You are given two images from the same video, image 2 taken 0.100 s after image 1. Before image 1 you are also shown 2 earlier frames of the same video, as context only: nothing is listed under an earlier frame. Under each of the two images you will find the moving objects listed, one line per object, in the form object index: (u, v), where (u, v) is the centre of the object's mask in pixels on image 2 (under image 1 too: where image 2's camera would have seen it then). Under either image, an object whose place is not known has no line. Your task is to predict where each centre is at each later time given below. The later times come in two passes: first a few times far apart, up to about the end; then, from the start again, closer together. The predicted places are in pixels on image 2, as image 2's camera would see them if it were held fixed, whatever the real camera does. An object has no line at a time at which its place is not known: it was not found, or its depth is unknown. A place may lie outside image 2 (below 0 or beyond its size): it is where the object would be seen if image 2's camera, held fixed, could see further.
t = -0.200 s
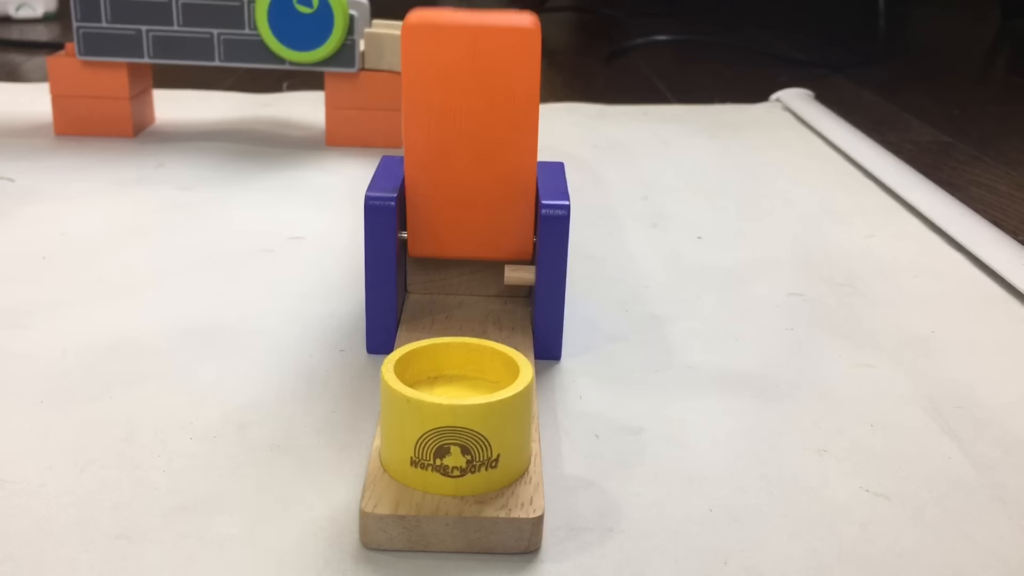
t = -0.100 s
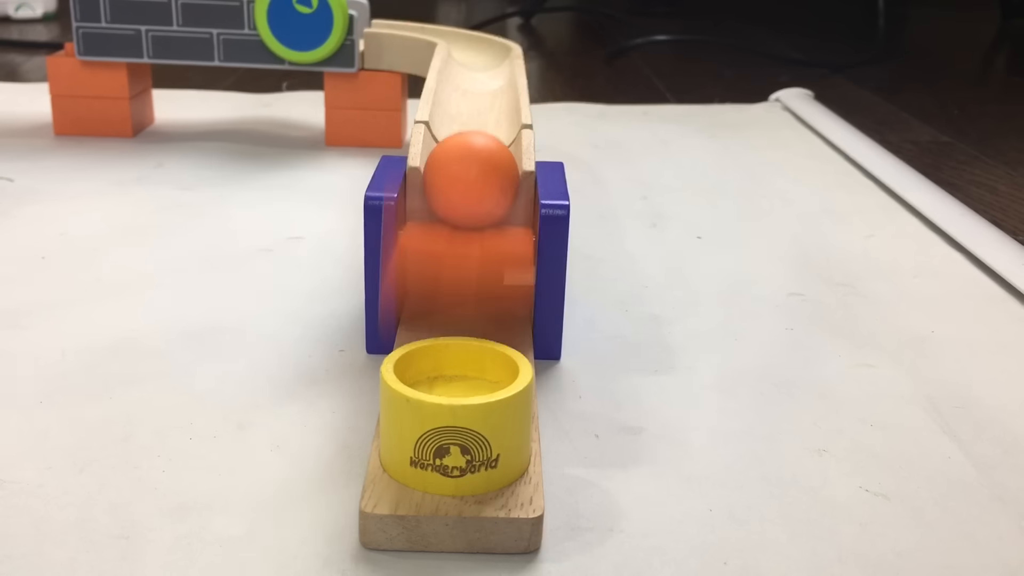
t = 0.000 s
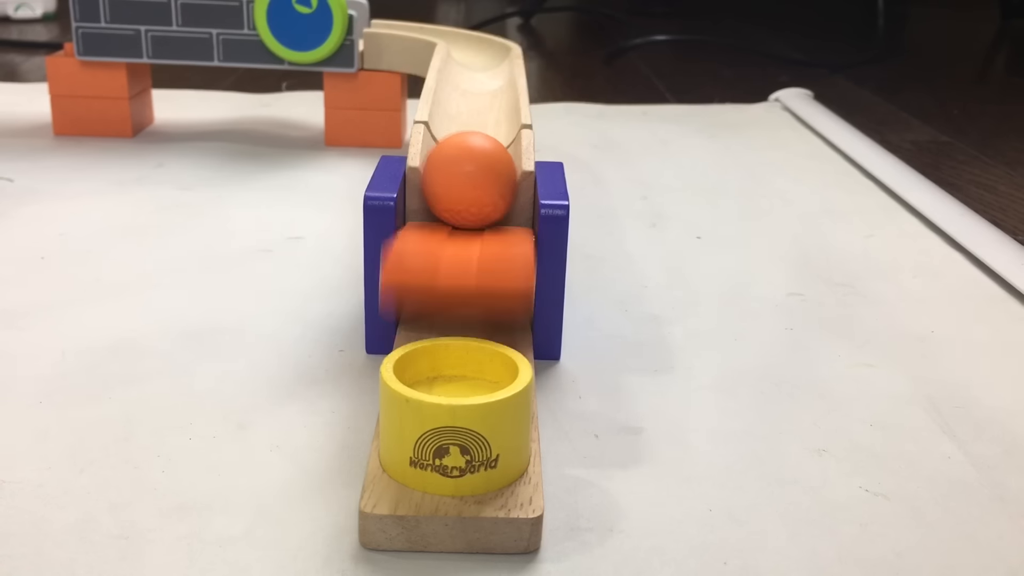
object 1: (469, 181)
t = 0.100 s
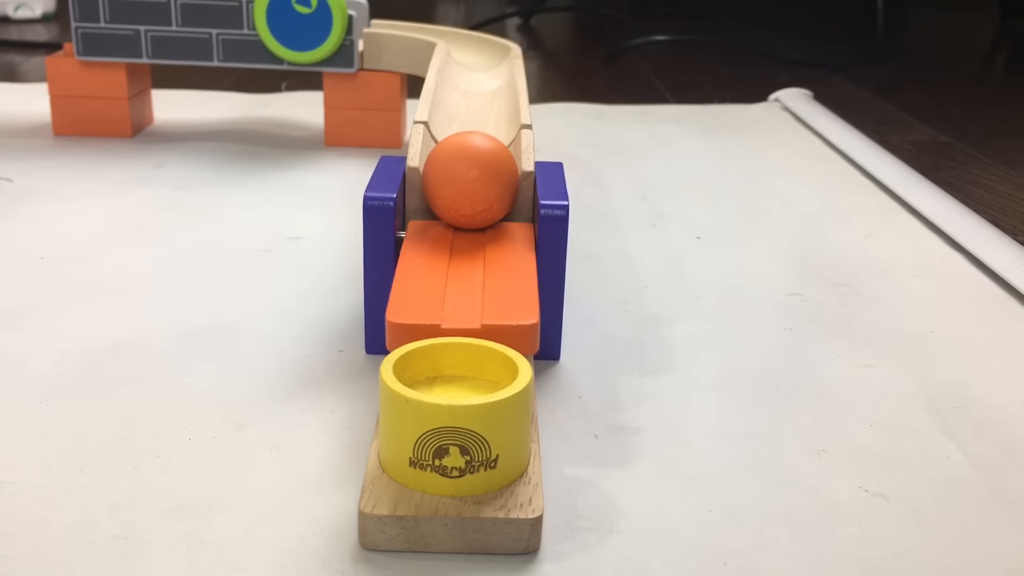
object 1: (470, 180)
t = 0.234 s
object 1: (470, 185)
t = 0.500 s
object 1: (468, 208)
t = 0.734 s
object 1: (463, 251)
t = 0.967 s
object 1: (457, 343)
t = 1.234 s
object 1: (458, 342)
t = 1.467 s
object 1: (457, 342)
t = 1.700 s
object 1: (457, 342)
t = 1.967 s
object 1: (456, 342)
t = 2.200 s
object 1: (456, 342)
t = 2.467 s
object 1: (456, 342)
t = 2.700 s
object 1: (456, 342)
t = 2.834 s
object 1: (456, 342)
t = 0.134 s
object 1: (470, 181)
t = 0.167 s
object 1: (470, 182)
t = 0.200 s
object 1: (470, 184)
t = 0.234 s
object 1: (470, 185)
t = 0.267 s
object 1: (470, 187)
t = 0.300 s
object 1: (470, 188)
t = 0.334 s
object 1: (469, 191)
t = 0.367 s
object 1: (469, 194)
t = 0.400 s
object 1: (469, 197)
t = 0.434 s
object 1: (469, 200)
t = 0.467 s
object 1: (468, 204)
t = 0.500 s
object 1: (468, 208)
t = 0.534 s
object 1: (467, 212)
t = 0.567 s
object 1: (467, 217)
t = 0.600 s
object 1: (467, 223)
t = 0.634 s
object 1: (466, 229)
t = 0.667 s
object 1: (465, 236)
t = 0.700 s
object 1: (464, 243)
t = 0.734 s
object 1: (463, 251)
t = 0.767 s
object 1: (463, 260)
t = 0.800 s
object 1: (461, 270)
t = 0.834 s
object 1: (460, 284)
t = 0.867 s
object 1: (459, 303)
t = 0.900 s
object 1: (456, 341)
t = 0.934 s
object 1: (453, 339)
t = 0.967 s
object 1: (457, 343)
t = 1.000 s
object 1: (457, 343)
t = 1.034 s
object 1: (453, 342)
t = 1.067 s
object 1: (456, 342)
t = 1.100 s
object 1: (459, 342)
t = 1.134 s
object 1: (457, 343)
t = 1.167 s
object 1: (455, 342)
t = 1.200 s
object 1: (456, 342)
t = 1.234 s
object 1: (458, 342)
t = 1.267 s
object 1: (457, 342)
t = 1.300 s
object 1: (455, 342)
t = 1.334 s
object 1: (457, 342)
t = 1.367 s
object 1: (458, 342)
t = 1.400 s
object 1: (456, 342)
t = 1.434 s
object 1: (455, 342)
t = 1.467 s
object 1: (457, 342)
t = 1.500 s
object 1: (458, 342)
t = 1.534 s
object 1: (456, 342)
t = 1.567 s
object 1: (456, 342)
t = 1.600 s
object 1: (457, 341)
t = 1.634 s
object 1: (456, 342)
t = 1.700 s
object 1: (457, 342)
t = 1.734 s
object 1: (457, 342)
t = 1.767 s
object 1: (457, 342)
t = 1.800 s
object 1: (457, 342)
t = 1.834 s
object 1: (456, 342)
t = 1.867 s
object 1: (457, 341)
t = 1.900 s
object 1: (456, 342)
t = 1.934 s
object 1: (457, 342)
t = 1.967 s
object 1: (456, 342)
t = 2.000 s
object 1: (456, 342)
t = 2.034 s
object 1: (457, 342)
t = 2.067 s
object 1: (457, 342)
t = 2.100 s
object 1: (456, 342)
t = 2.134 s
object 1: (456, 342)
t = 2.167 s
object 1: (456, 342)
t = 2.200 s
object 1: (456, 342)
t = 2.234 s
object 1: (456, 342)
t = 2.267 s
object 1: (456, 342)
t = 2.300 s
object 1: (456, 342)
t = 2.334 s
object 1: (456, 342)
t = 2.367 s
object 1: (456, 342)
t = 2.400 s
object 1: (456, 342)
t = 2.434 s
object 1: (456, 342)
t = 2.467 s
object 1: (456, 342)
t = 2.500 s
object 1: (456, 342)
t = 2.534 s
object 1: (456, 342)
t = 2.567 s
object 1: (456, 342)
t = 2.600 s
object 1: (456, 342)
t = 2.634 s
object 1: (456, 342)
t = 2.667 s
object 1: (456, 342)
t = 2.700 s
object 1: (456, 342)
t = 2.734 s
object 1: (456, 342)
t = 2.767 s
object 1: (456, 342)
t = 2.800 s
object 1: (456, 342)
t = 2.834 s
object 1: (456, 342)
